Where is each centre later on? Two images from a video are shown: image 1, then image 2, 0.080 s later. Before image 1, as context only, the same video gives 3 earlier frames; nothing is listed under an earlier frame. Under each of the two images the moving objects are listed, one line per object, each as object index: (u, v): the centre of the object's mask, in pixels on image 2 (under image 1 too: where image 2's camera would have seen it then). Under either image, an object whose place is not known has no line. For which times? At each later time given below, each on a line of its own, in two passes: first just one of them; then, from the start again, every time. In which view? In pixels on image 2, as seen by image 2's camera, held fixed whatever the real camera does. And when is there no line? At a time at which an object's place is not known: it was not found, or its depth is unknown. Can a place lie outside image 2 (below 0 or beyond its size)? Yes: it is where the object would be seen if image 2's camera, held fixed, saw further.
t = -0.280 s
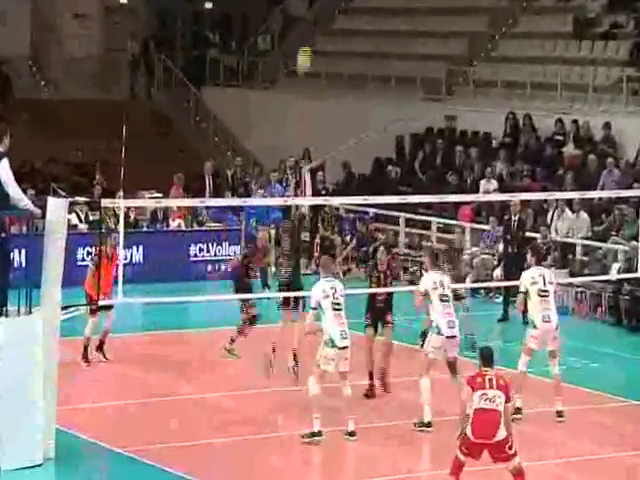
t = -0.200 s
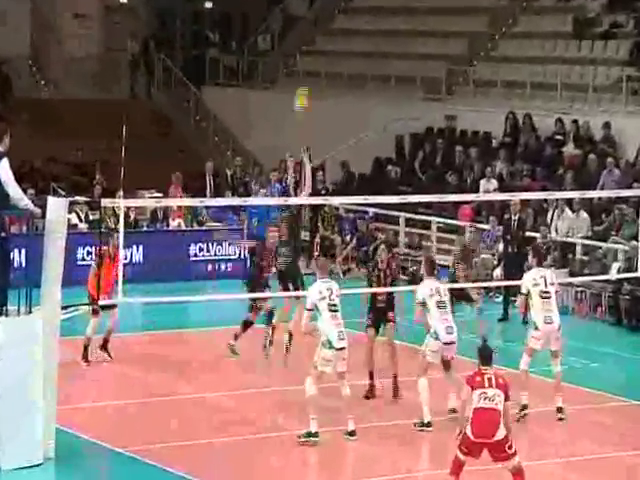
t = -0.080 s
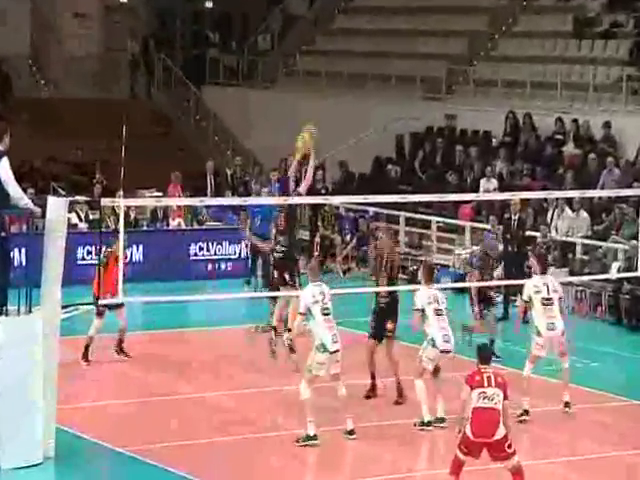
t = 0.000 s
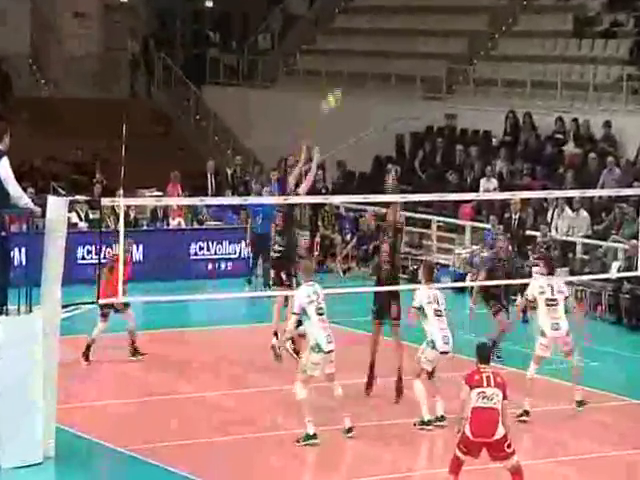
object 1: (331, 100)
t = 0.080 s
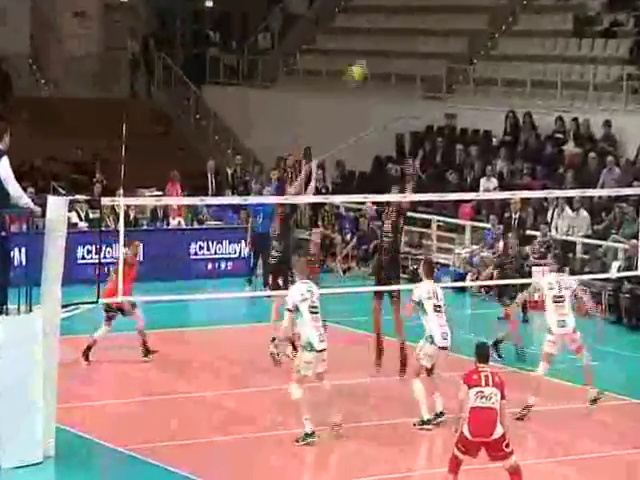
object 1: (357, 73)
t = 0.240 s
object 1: (404, 33)
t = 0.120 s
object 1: (368, 60)
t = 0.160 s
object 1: (381, 49)
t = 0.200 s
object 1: (393, 40)
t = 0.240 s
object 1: (404, 33)
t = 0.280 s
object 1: (415, 26)
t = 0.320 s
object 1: (421, 21)
